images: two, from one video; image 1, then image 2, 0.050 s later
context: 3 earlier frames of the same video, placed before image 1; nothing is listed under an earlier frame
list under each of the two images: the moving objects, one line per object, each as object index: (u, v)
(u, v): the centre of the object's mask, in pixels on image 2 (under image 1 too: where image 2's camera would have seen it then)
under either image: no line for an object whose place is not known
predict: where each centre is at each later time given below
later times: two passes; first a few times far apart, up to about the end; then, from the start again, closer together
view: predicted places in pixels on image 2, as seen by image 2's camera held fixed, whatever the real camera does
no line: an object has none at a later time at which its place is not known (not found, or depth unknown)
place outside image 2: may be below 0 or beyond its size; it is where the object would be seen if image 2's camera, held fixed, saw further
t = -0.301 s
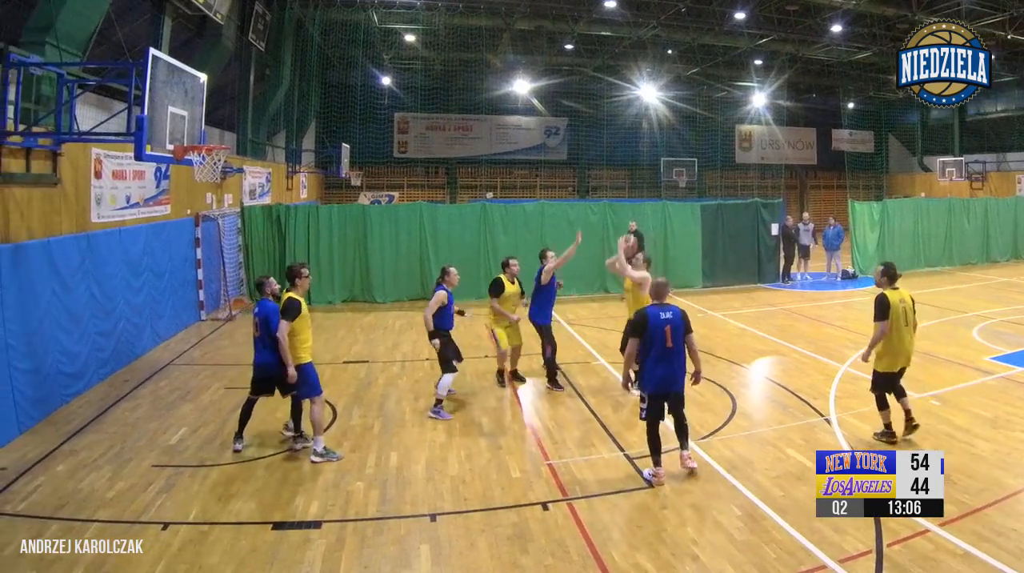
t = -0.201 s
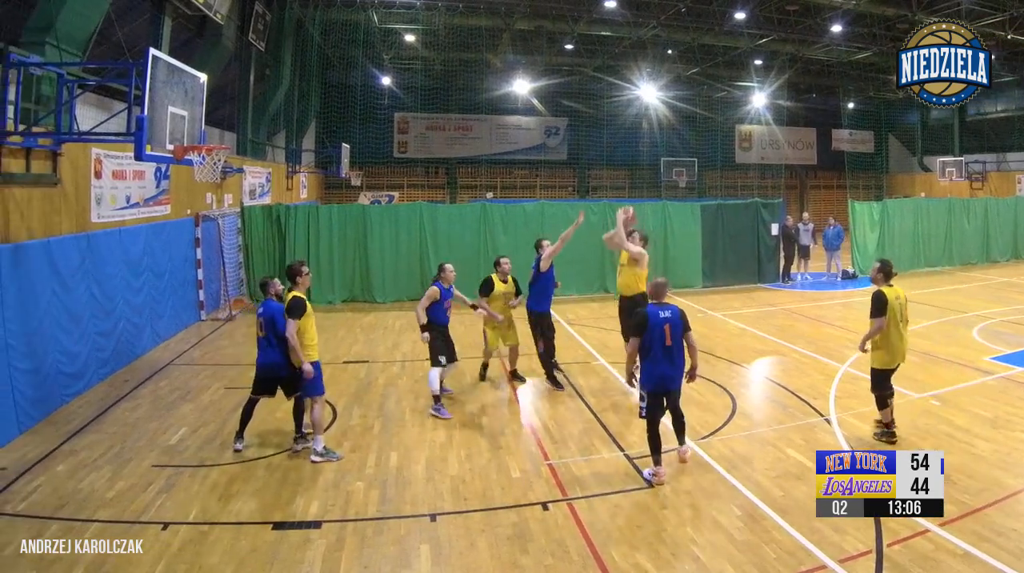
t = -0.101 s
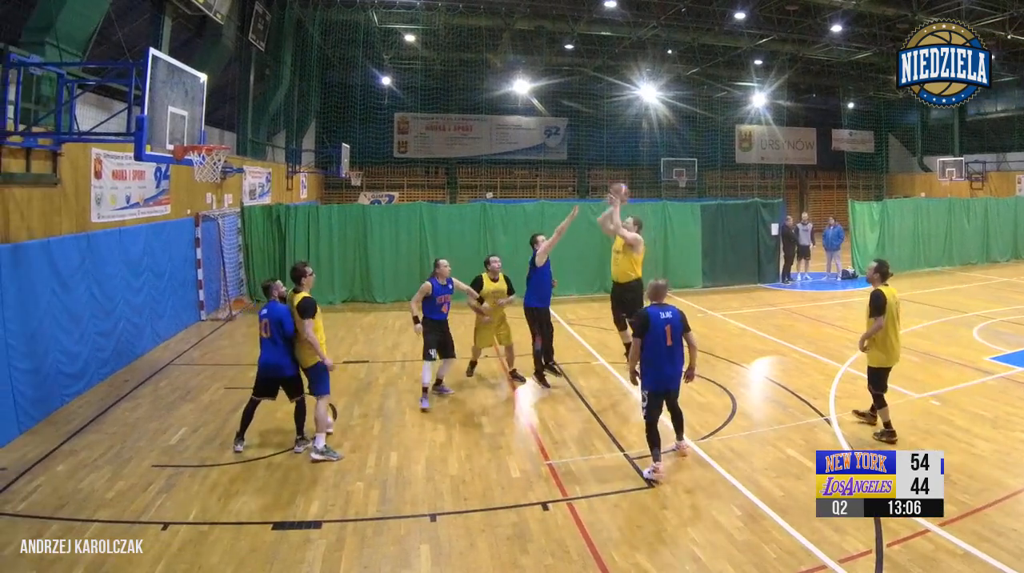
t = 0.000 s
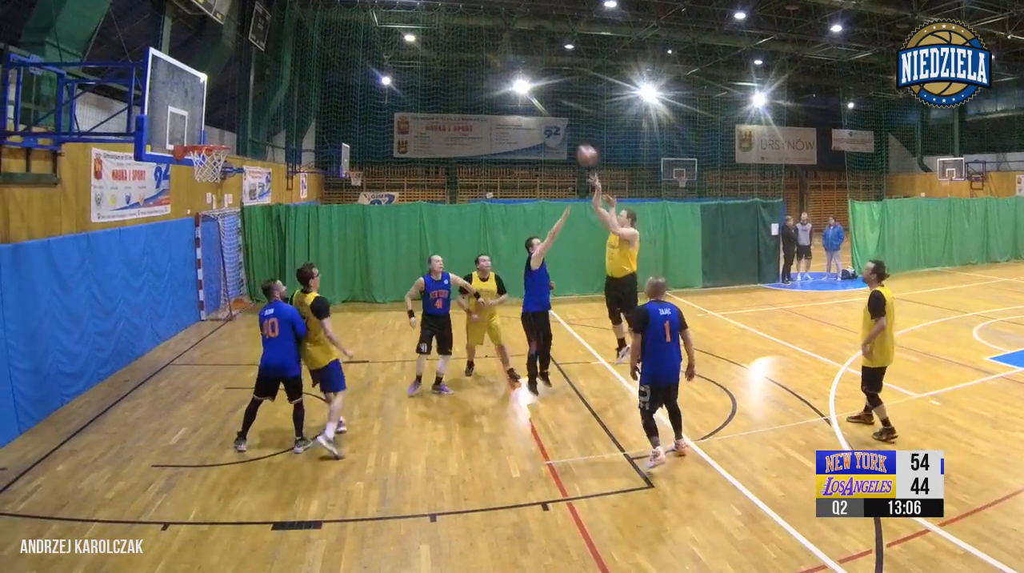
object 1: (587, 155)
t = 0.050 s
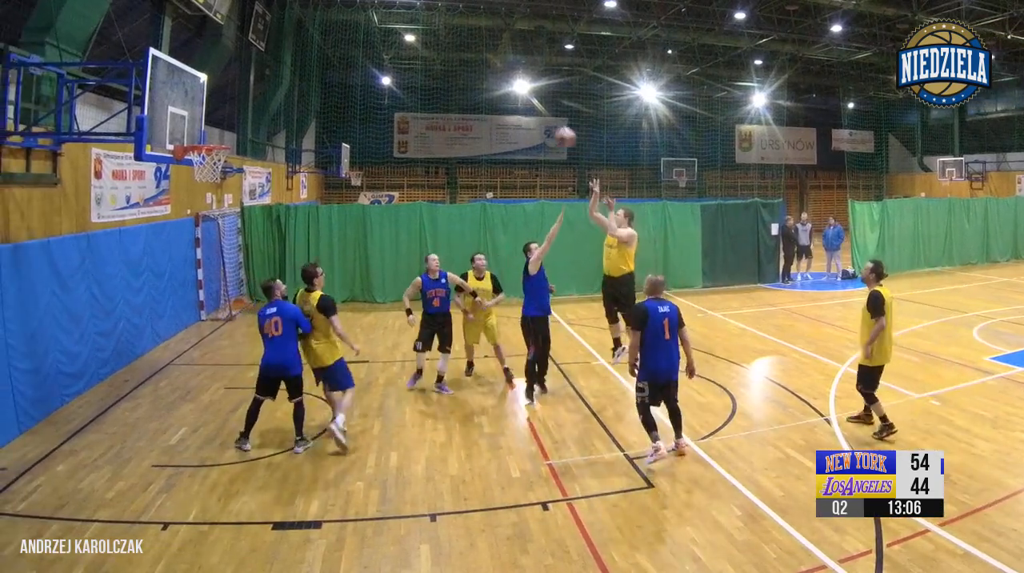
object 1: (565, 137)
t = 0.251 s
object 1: (475, 79)
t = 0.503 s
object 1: (360, 53)
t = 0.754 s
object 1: (245, 81)
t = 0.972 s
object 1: (206, 140)
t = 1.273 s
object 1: (245, 238)
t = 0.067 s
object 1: (558, 131)
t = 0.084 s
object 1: (552, 125)
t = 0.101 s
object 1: (543, 119)
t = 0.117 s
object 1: (536, 114)
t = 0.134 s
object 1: (528, 108)
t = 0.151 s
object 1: (521, 104)
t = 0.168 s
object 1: (512, 102)
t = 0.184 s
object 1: (504, 94)
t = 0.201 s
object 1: (502, 89)
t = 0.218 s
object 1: (491, 86)
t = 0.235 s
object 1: (483, 82)
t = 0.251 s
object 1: (475, 79)
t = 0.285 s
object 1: (461, 71)
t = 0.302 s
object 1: (454, 69)
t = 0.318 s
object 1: (446, 67)
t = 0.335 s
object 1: (438, 65)
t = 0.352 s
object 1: (431, 63)
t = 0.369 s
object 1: (423, 60)
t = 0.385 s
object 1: (417, 57)
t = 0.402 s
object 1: (408, 56)
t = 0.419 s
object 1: (400, 55)
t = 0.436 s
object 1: (392, 54)
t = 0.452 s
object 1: (386, 53)
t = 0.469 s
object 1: (378, 52)
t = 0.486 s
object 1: (370, 52)
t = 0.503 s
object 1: (360, 53)
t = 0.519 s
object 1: (352, 54)
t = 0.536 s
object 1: (345, 55)
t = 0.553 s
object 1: (338, 55)
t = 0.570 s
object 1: (330, 56)
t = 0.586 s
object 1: (323, 56)
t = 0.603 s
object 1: (314, 58)
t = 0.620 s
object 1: (307, 60)
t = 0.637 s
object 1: (299, 62)
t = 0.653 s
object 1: (291, 63)
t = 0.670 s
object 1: (283, 66)
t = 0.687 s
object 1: (276, 69)
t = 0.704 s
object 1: (268, 72)
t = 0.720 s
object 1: (260, 75)
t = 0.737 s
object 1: (253, 78)
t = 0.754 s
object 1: (245, 81)
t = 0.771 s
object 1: (237, 86)
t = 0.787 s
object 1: (229, 90)
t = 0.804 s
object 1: (222, 95)
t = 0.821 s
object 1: (214, 99)
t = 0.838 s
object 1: (206, 104)
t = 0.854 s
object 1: (199, 110)
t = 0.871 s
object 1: (191, 115)
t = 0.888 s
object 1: (188, 120)
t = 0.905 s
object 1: (190, 125)
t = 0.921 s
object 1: (193, 131)
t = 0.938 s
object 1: (197, 135)
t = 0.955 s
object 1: (202, 137)
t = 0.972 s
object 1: (206, 140)
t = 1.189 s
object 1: (234, 210)
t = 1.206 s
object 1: (238, 214)
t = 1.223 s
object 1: (239, 219)
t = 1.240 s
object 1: (241, 225)
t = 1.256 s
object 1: (242, 231)
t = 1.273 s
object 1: (245, 238)
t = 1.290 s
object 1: (247, 245)
